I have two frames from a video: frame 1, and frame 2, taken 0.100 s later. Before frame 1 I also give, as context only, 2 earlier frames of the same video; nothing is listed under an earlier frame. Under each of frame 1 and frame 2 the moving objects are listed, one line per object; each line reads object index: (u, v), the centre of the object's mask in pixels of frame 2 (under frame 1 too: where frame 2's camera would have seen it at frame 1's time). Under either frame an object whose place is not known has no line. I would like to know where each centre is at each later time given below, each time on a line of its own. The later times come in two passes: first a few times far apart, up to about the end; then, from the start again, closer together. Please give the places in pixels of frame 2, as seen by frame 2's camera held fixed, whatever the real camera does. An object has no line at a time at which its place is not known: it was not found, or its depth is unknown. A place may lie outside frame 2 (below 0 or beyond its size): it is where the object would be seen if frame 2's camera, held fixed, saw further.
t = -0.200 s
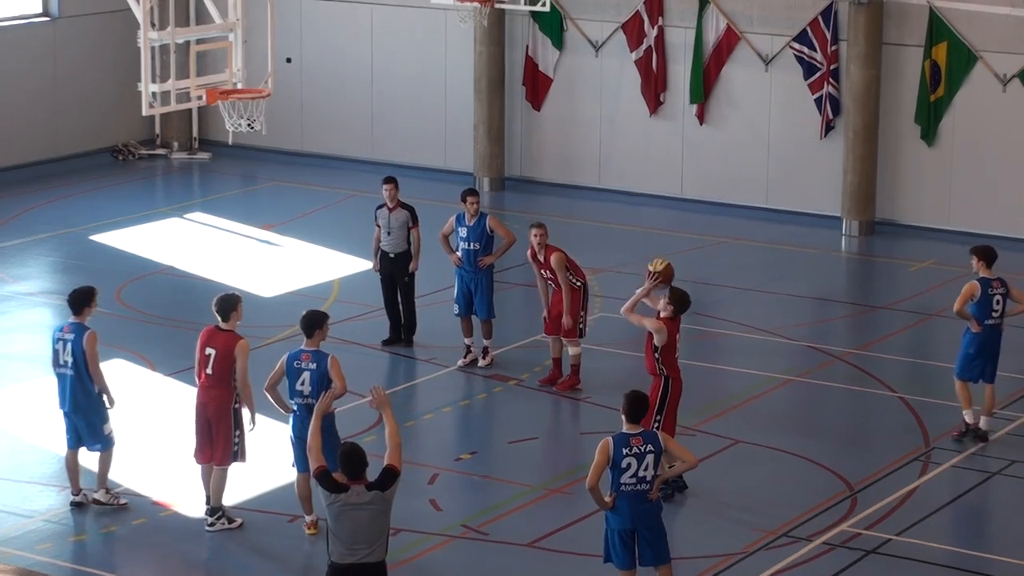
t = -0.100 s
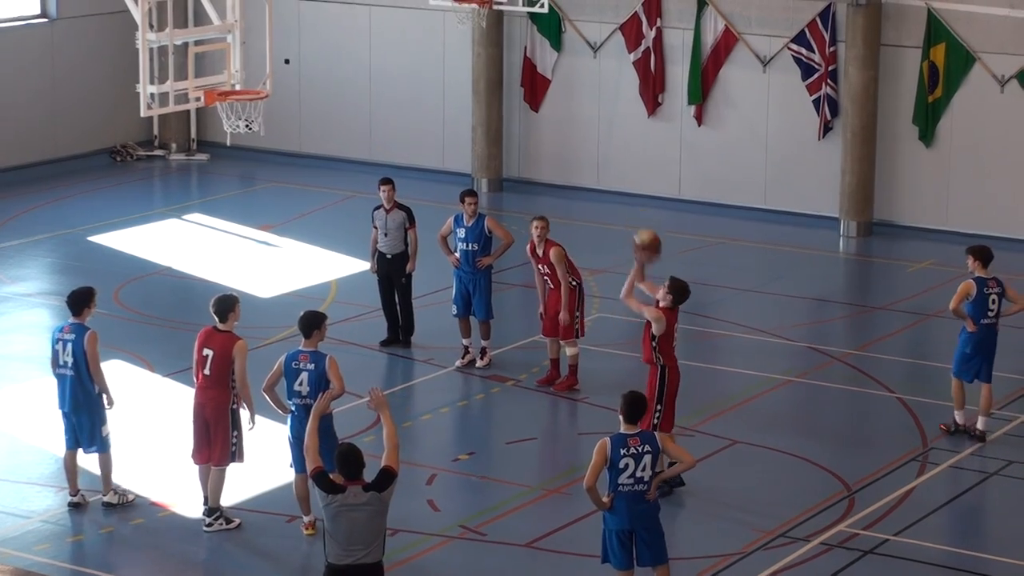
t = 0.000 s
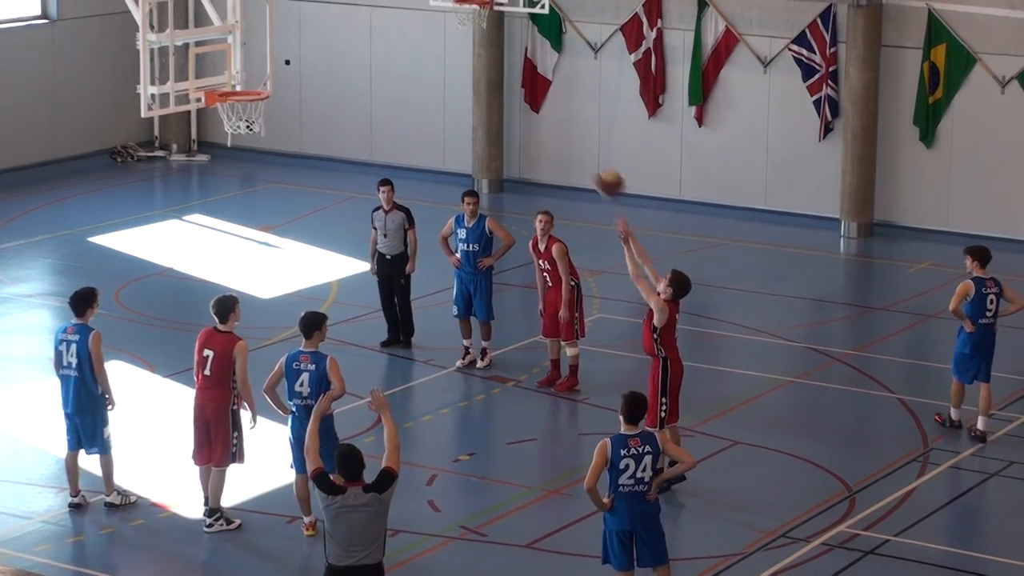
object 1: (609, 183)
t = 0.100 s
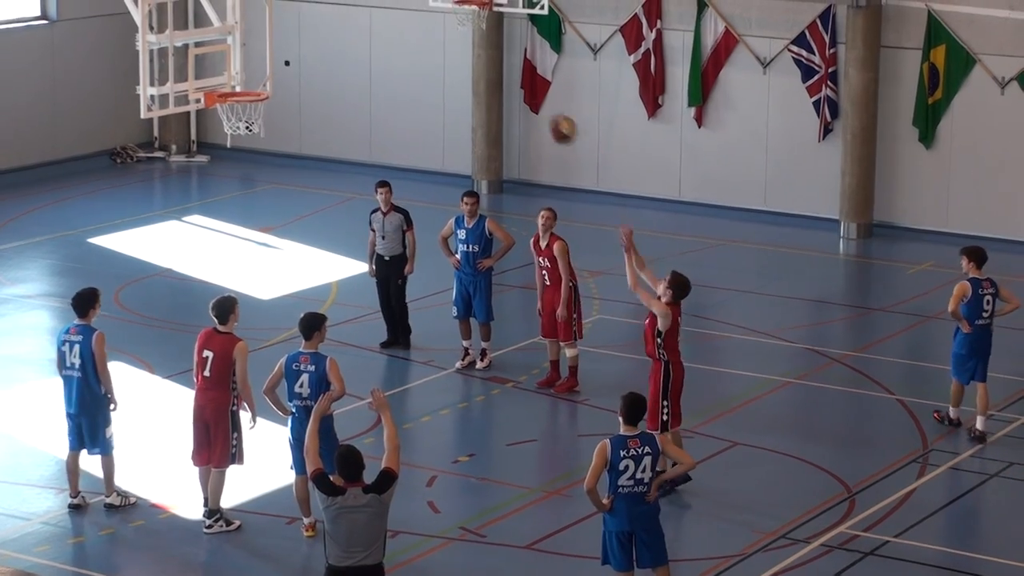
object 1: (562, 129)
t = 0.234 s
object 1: (501, 75)
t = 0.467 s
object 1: (398, 32)
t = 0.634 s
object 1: (328, 38)
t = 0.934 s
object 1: (228, 121)
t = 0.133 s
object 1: (548, 114)
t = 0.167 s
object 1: (532, 100)
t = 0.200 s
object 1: (516, 87)
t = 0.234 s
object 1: (501, 75)
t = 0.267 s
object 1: (486, 63)
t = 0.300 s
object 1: (472, 56)
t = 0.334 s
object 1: (457, 48)
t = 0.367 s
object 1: (443, 42)
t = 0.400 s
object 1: (428, 37)
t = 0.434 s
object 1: (413, 34)
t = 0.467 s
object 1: (398, 32)
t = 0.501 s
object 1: (384, 31)
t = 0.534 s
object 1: (370, 31)
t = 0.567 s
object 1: (356, 32)
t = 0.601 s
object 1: (342, 34)
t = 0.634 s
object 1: (328, 38)
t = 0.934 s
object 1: (228, 121)
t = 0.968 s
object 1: (230, 135)
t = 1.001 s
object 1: (232, 150)
